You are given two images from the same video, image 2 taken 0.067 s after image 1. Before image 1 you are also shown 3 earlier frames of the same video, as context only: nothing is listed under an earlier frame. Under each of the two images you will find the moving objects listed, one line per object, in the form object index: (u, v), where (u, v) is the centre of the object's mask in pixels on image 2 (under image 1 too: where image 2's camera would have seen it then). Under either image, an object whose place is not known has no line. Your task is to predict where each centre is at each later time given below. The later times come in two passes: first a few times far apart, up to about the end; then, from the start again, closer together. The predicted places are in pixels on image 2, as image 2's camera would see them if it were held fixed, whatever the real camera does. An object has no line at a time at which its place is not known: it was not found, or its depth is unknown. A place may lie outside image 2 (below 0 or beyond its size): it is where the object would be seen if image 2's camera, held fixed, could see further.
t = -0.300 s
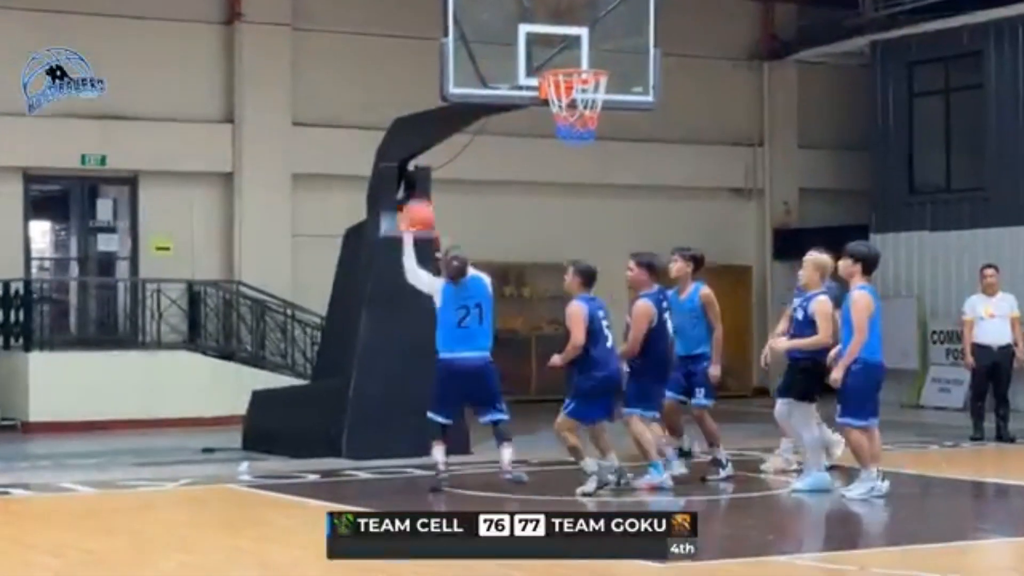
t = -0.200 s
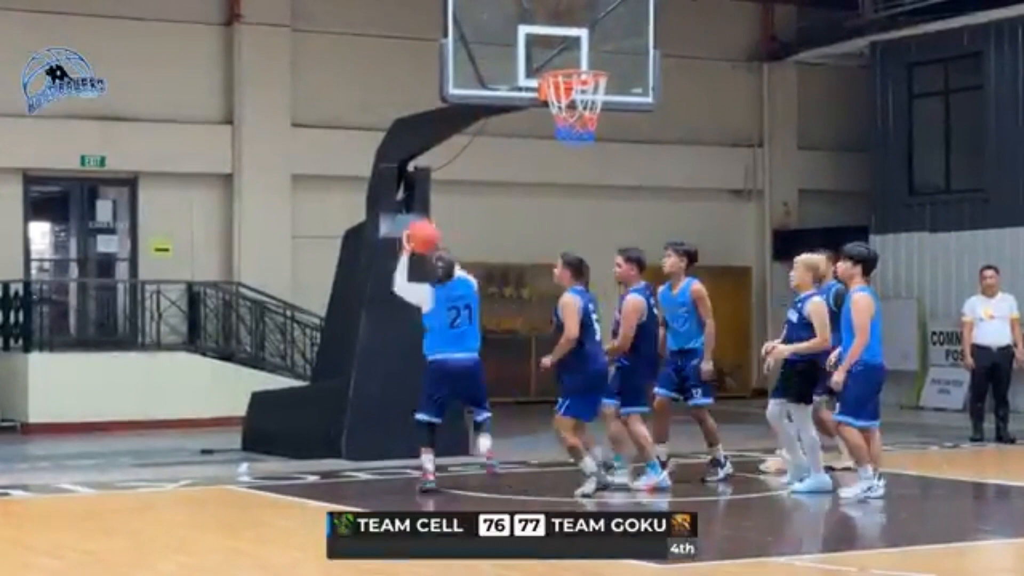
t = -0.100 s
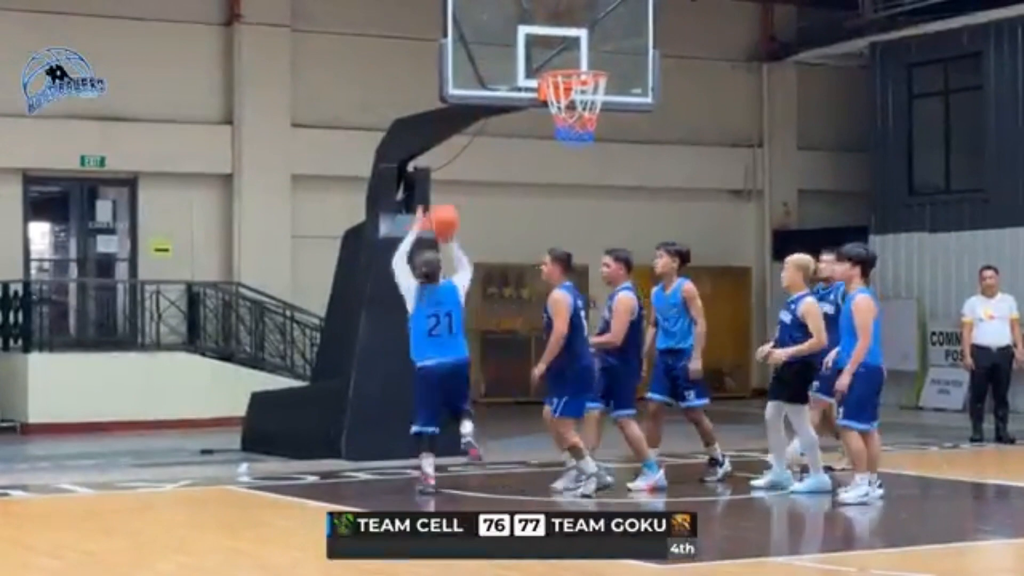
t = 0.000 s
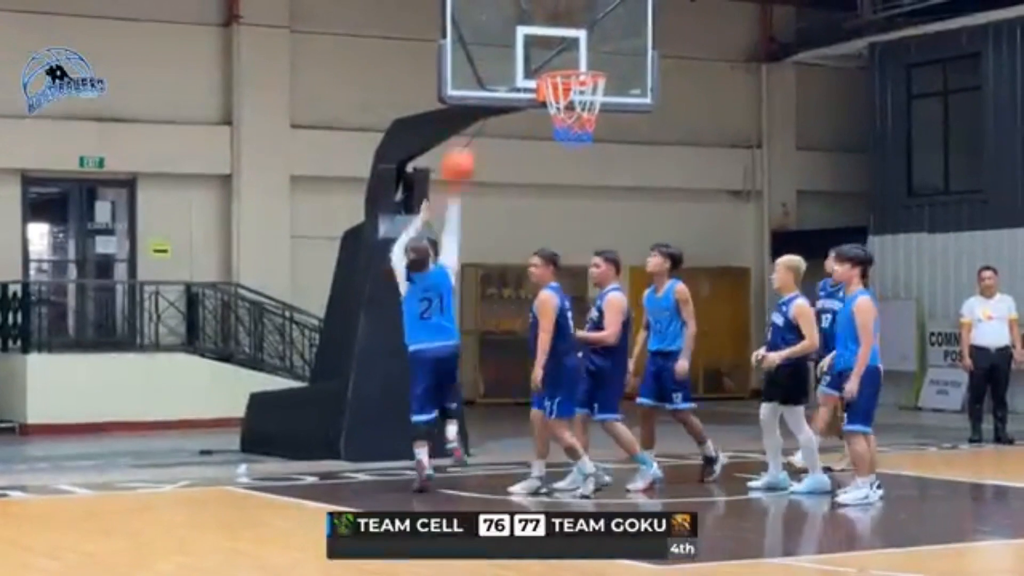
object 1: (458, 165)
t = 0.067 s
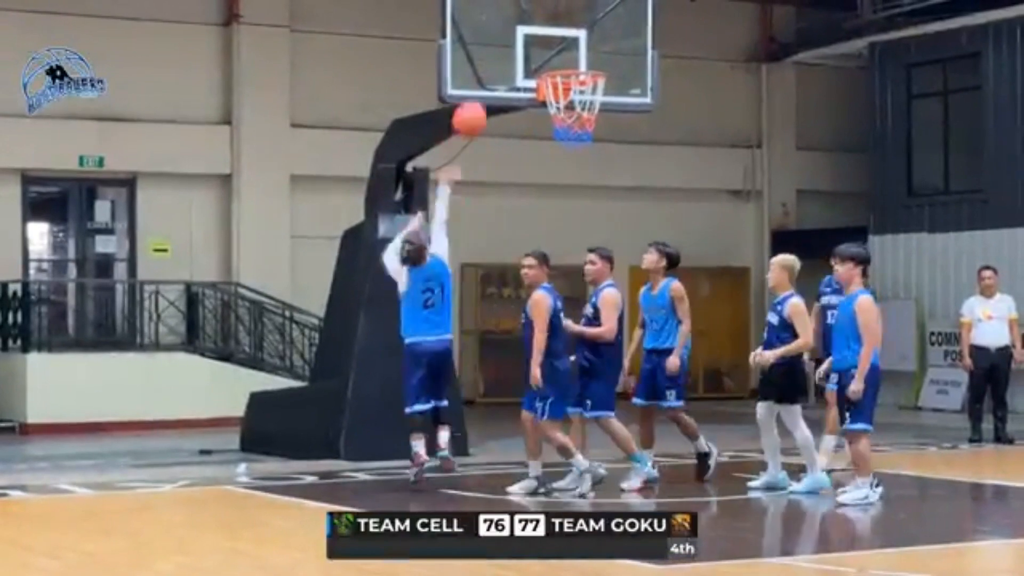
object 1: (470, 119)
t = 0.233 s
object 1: (497, 33)
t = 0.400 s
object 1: (522, 4)
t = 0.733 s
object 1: (585, 23)
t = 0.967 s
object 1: (620, 29)
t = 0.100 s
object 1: (475, 100)
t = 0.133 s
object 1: (481, 79)
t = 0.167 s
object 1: (487, 62)
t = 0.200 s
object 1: (491, 47)
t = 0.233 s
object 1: (497, 33)
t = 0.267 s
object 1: (501, 21)
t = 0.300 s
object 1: (507, 12)
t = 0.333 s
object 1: (514, 7)
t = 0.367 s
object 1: (520, 6)
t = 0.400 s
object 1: (522, 4)
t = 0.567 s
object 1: (553, 3)
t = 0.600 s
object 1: (562, 4)
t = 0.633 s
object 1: (567, 6)
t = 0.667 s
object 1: (573, 10)
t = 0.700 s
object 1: (579, 13)
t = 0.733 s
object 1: (585, 23)
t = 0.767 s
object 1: (591, 34)
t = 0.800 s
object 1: (598, 48)
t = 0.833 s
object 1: (604, 59)
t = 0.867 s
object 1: (607, 53)
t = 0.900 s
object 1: (611, 43)
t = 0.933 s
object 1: (616, 36)
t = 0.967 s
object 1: (620, 29)
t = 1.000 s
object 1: (624, 24)
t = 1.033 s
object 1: (627, 22)
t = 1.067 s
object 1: (631, 19)
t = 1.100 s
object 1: (636, 19)
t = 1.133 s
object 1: (641, 20)
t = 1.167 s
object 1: (646, 23)
